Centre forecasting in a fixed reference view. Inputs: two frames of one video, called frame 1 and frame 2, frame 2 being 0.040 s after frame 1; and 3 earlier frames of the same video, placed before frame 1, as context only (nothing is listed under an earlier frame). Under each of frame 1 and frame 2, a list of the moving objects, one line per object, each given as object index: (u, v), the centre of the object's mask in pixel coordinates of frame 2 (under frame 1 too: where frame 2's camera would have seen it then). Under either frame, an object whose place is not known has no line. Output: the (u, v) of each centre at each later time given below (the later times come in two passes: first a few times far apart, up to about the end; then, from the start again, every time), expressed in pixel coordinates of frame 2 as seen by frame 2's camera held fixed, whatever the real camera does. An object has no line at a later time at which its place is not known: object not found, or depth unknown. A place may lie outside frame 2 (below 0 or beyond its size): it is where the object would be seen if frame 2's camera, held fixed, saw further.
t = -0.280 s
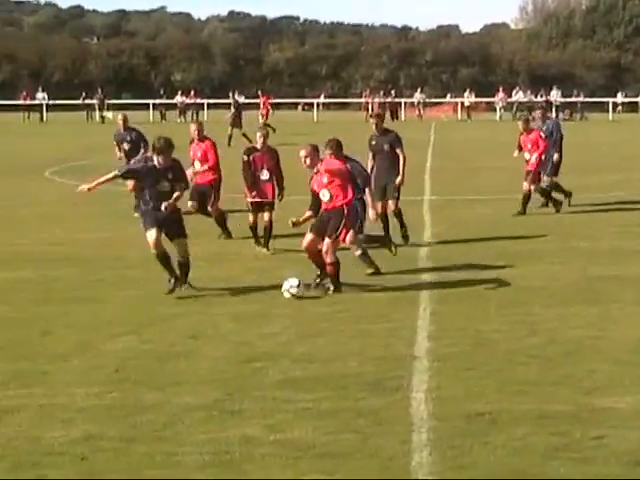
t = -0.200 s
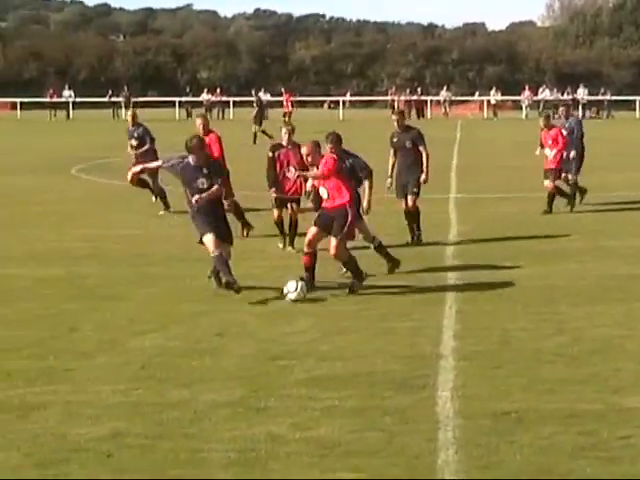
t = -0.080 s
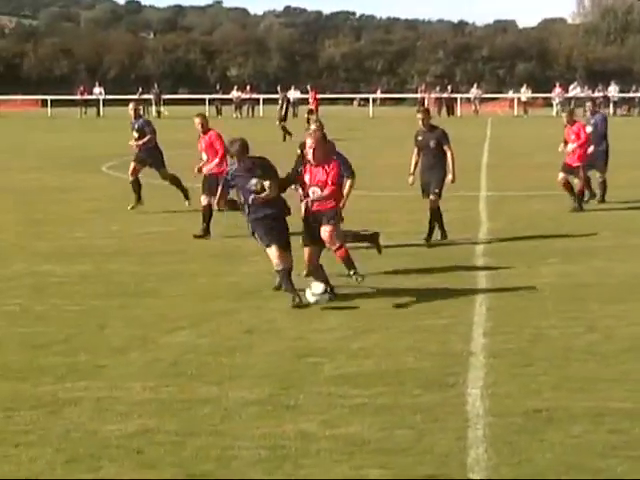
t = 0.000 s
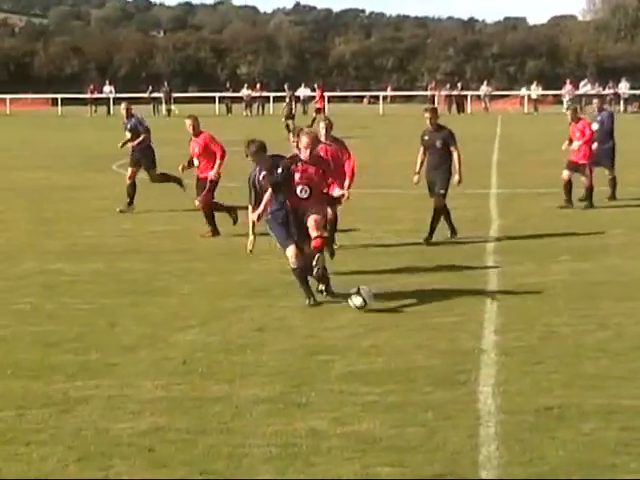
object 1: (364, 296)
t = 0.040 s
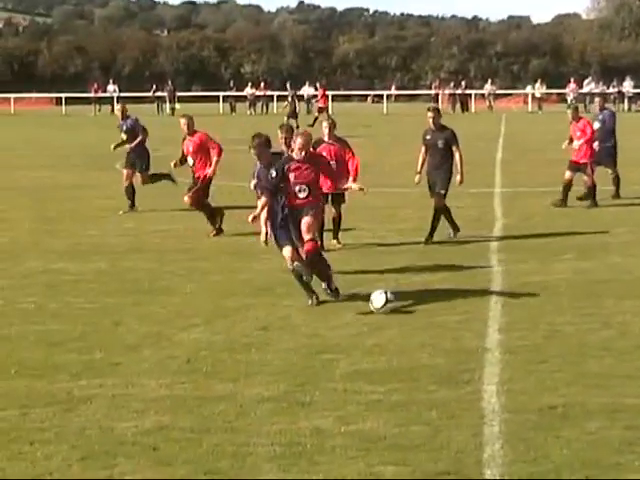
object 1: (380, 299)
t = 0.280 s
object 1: (447, 313)
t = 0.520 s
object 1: (490, 332)
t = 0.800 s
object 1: (536, 347)
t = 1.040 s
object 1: (580, 371)
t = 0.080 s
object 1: (395, 302)
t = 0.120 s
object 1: (408, 305)
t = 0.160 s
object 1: (418, 305)
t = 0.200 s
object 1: (428, 307)
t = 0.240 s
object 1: (438, 310)
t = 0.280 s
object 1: (447, 313)
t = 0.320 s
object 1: (458, 317)
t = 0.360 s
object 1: (465, 320)
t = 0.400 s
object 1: (471, 323)
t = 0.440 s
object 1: (477, 326)
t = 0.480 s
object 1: (484, 329)
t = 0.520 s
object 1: (490, 332)
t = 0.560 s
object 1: (496, 334)
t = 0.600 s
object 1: (501, 334)
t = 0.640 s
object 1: (509, 338)
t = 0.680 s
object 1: (515, 343)
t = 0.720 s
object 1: (521, 346)
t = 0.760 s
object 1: (528, 345)
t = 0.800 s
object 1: (536, 347)
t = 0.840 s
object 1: (543, 351)
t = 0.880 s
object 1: (549, 355)
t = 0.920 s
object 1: (558, 362)
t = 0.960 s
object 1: (565, 363)
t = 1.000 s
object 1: (571, 365)
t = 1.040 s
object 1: (580, 371)
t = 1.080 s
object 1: (588, 375)
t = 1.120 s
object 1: (595, 377)
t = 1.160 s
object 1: (604, 379)
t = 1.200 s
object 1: (612, 380)
